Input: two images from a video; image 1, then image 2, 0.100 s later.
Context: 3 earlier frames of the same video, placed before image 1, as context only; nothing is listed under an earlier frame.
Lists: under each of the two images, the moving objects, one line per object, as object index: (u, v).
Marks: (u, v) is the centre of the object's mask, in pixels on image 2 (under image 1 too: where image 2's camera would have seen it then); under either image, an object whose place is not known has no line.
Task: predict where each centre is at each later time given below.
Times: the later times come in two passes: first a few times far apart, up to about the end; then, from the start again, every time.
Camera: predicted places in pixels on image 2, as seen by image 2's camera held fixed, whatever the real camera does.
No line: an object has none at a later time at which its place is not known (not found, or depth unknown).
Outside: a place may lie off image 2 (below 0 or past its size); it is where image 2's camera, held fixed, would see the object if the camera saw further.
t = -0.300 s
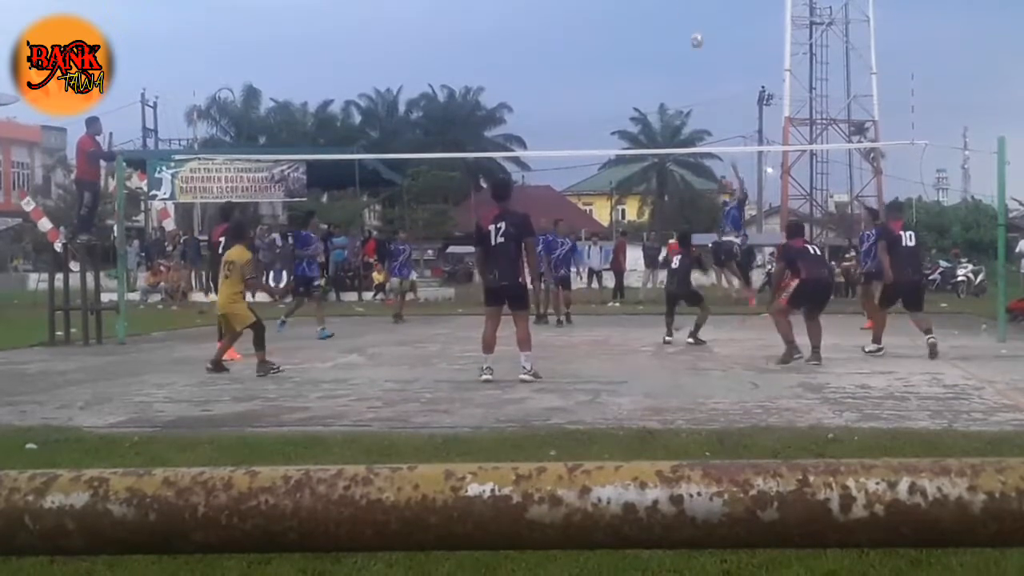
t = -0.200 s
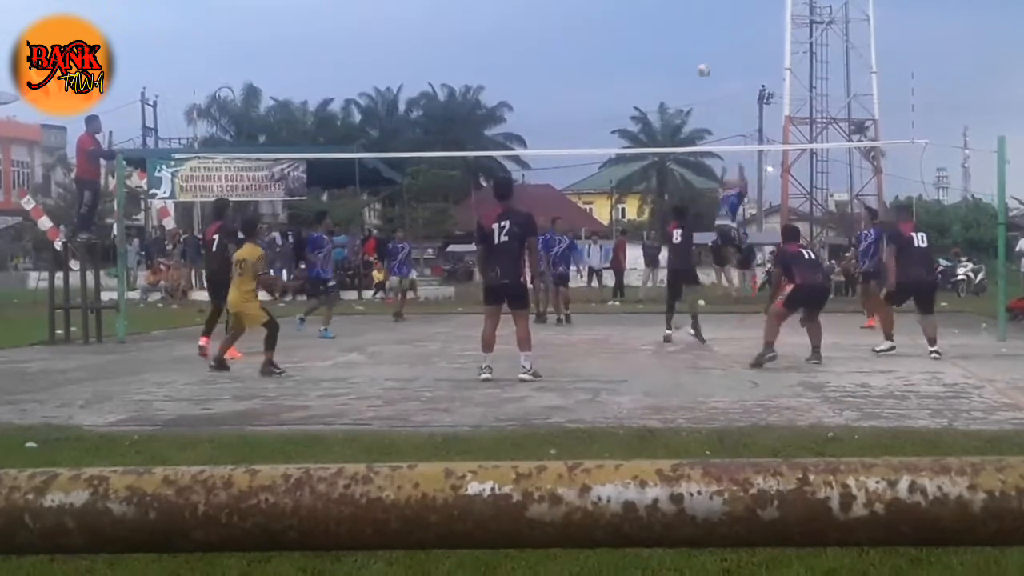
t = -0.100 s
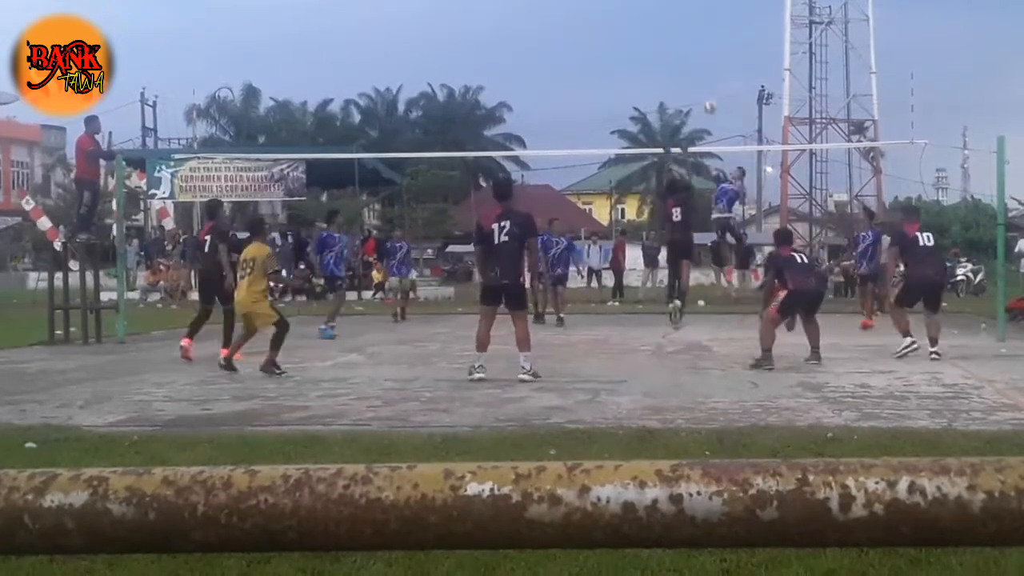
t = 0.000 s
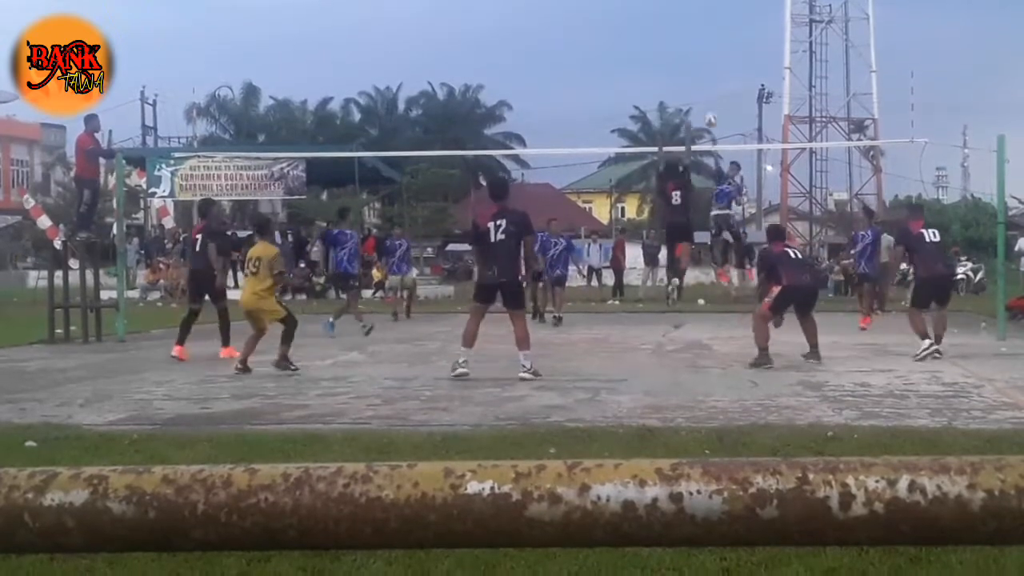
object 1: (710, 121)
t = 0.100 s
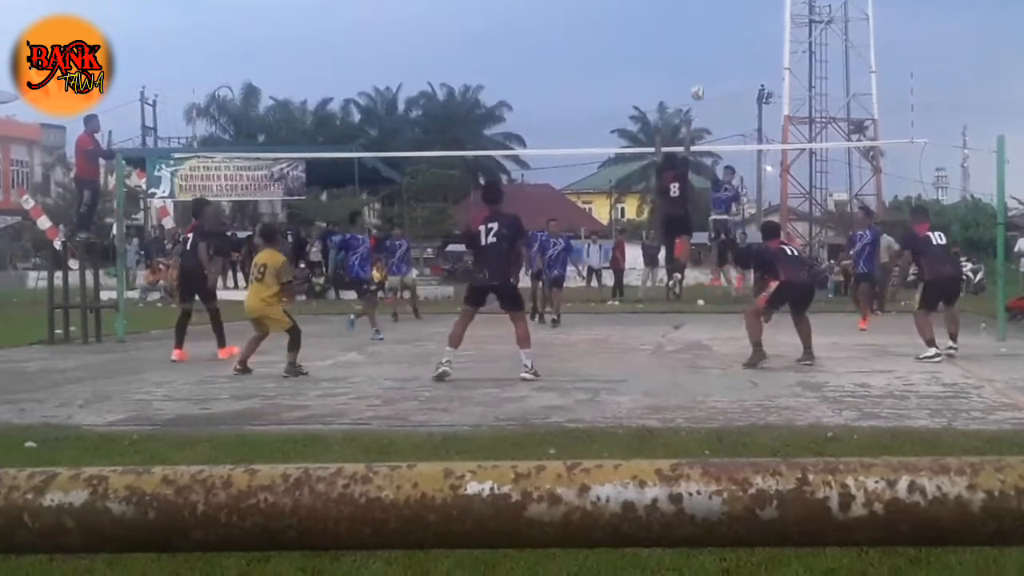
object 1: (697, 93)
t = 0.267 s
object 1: (671, 55)
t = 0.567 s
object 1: (599, 31)
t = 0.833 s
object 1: (503, 77)
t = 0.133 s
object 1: (692, 84)
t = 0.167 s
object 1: (687, 76)
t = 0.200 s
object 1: (682, 68)
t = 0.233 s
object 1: (677, 61)
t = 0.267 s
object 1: (671, 55)
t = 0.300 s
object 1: (665, 49)
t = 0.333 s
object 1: (658, 45)
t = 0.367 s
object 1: (651, 40)
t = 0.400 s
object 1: (644, 36)
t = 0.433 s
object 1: (636, 35)
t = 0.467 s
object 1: (628, 32)
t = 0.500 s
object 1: (618, 32)
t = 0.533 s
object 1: (609, 31)
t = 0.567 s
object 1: (599, 31)
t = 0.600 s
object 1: (589, 32)
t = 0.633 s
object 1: (579, 34)
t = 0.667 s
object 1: (568, 37)
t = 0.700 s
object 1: (556, 41)
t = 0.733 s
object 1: (543, 48)
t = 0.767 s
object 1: (531, 55)
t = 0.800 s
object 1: (517, 65)
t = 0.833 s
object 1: (503, 77)
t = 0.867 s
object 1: (487, 91)
